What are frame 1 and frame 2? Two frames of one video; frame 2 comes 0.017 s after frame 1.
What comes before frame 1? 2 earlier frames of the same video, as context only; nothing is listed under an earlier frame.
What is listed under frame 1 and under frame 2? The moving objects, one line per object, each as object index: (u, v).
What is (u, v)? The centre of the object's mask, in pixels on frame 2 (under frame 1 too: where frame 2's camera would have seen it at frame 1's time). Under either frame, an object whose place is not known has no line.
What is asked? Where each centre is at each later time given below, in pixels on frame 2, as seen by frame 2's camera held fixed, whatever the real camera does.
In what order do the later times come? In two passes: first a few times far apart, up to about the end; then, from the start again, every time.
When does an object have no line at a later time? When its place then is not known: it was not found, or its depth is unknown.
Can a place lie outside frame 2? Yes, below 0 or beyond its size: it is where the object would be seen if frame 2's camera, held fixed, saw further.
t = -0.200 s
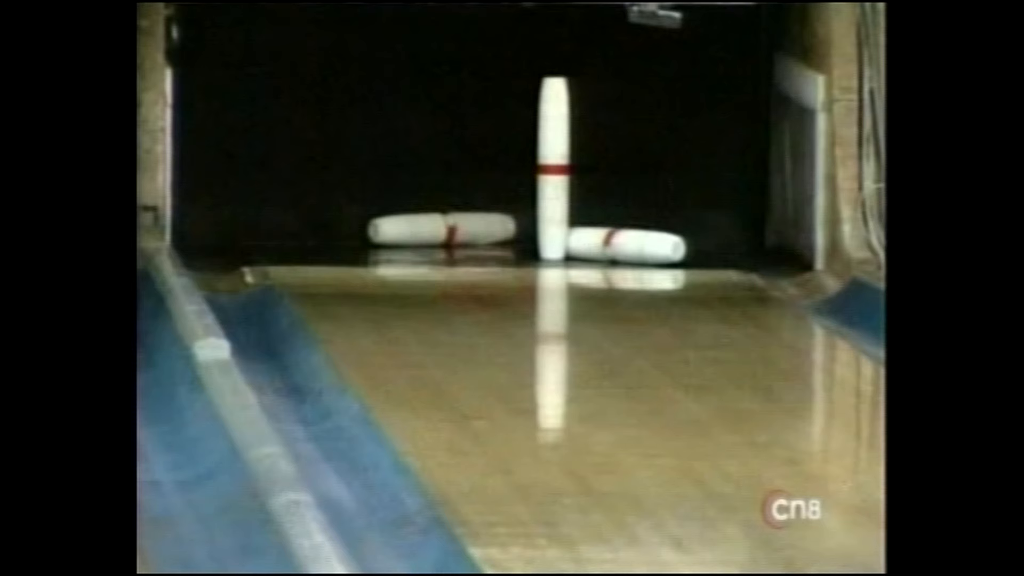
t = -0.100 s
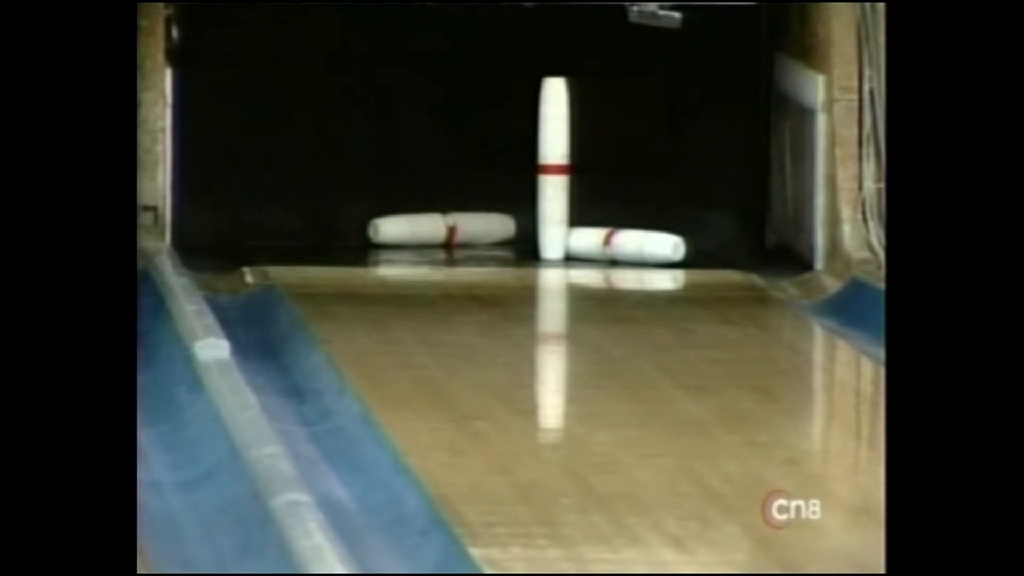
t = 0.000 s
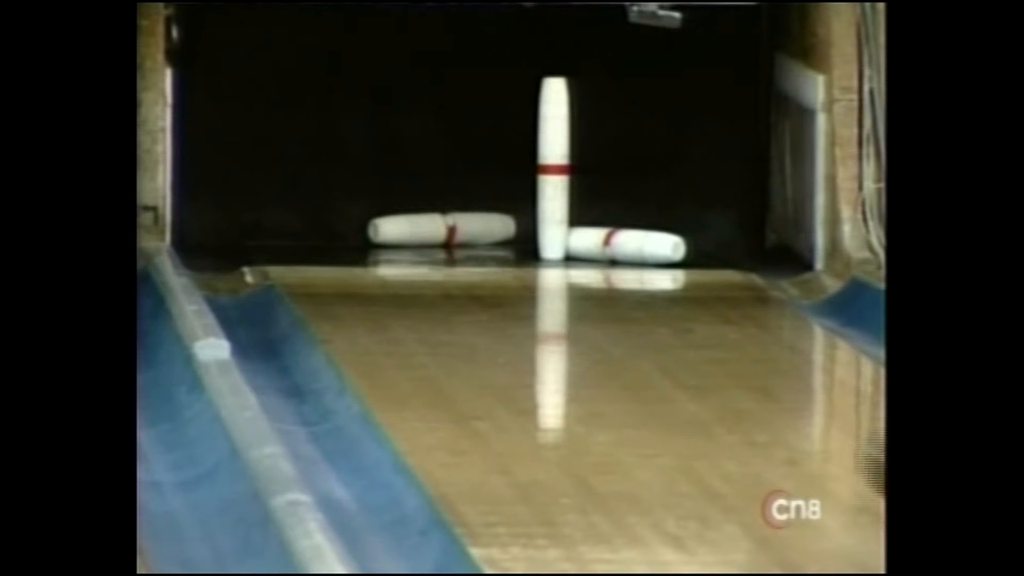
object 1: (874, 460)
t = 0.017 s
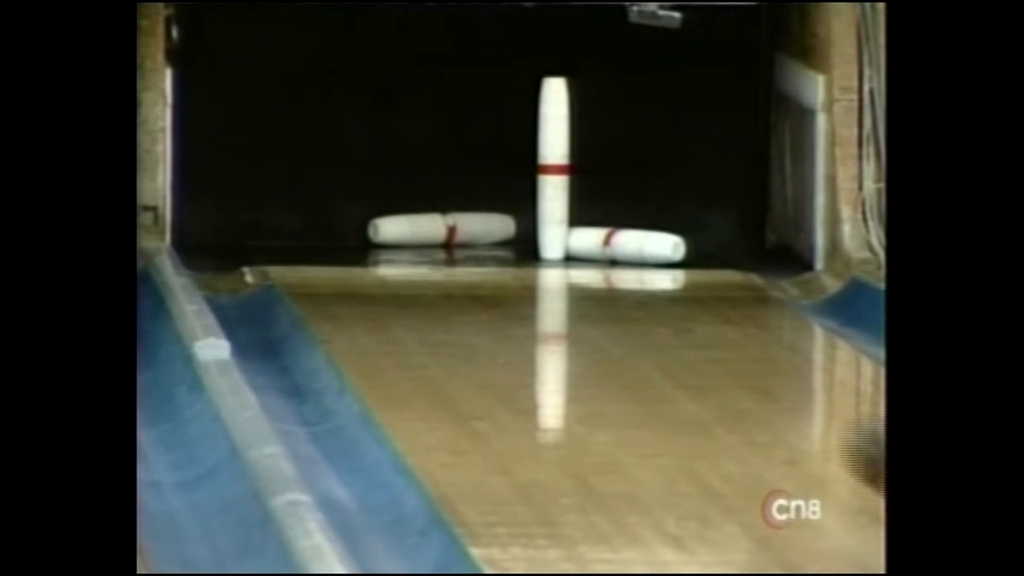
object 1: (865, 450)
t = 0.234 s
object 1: (683, 334)
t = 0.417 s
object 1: (561, 247)
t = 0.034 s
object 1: (856, 441)
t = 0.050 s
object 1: (846, 434)
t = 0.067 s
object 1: (832, 424)
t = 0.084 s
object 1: (818, 413)
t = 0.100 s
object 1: (799, 403)
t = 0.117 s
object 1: (785, 395)
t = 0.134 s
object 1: (770, 388)
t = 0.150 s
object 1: (753, 376)
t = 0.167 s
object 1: (738, 371)
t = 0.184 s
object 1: (717, 360)
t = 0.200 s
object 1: (703, 350)
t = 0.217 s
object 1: (695, 345)
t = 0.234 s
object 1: (683, 334)
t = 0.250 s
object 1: (672, 325)
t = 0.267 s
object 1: (660, 314)
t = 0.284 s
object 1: (646, 300)
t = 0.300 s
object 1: (635, 294)
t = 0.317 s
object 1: (625, 286)
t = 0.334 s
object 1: (614, 279)
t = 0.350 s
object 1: (604, 274)
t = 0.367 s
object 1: (592, 268)
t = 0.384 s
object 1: (581, 260)
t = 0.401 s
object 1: (573, 254)
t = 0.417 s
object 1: (561, 247)
